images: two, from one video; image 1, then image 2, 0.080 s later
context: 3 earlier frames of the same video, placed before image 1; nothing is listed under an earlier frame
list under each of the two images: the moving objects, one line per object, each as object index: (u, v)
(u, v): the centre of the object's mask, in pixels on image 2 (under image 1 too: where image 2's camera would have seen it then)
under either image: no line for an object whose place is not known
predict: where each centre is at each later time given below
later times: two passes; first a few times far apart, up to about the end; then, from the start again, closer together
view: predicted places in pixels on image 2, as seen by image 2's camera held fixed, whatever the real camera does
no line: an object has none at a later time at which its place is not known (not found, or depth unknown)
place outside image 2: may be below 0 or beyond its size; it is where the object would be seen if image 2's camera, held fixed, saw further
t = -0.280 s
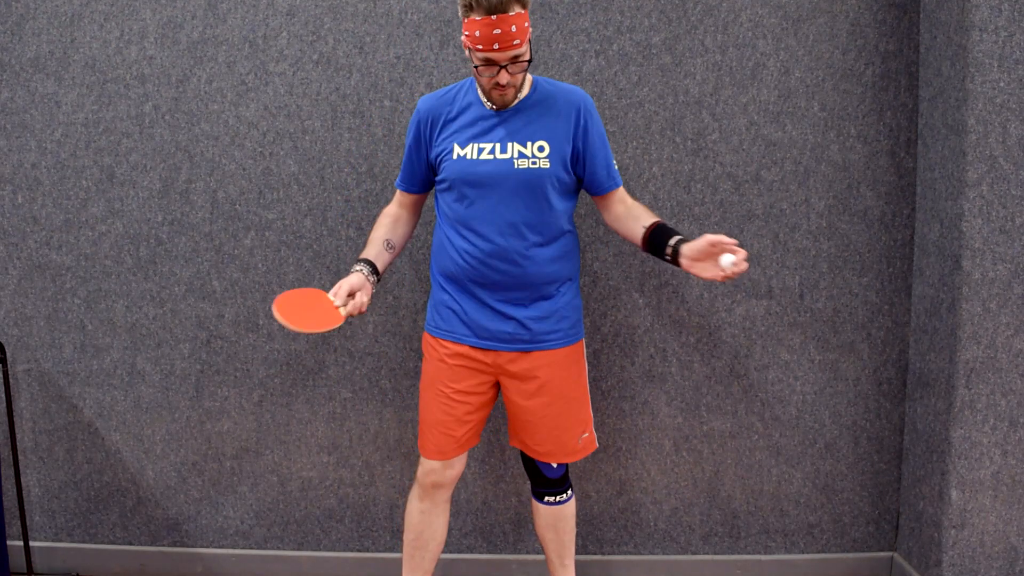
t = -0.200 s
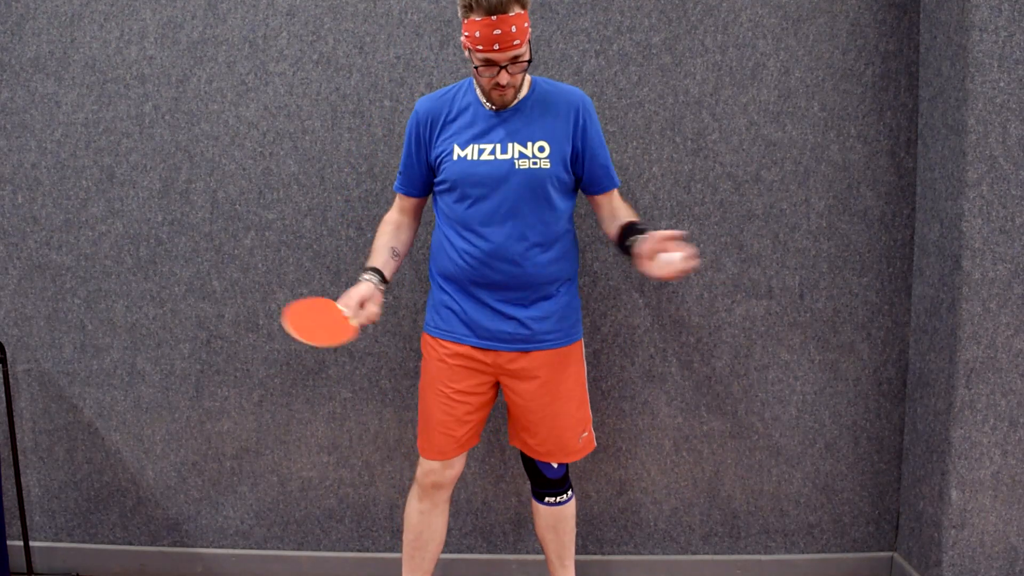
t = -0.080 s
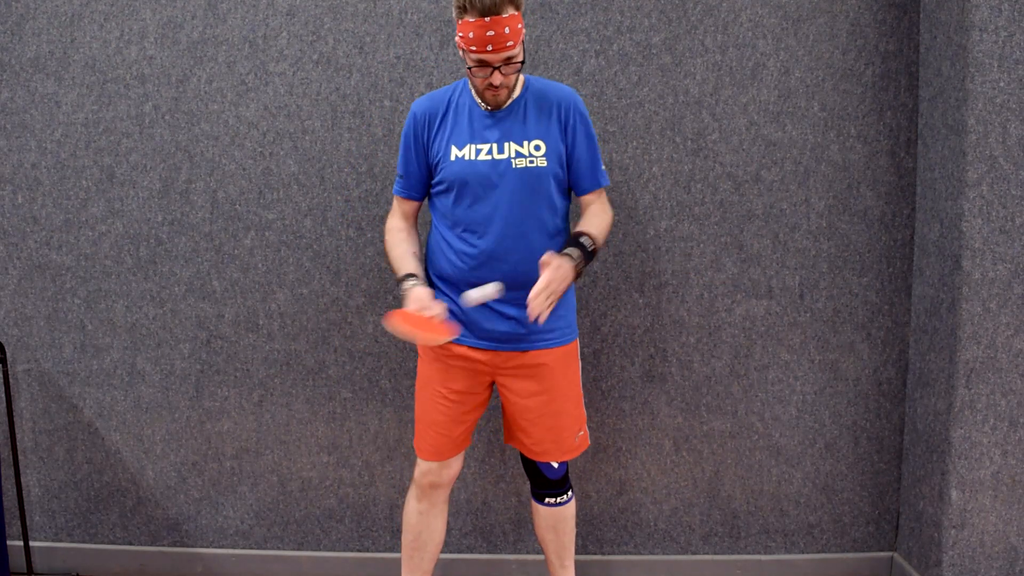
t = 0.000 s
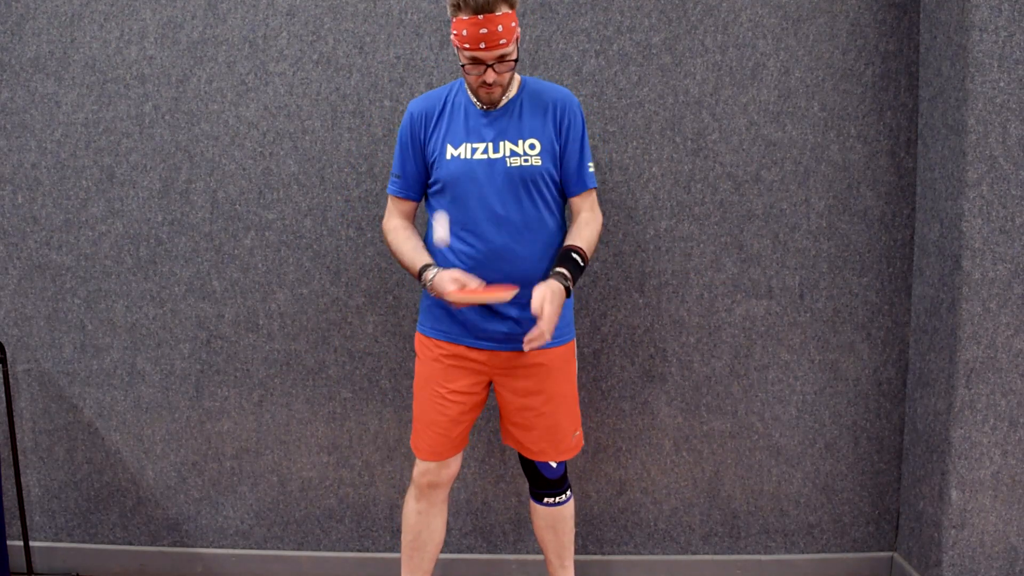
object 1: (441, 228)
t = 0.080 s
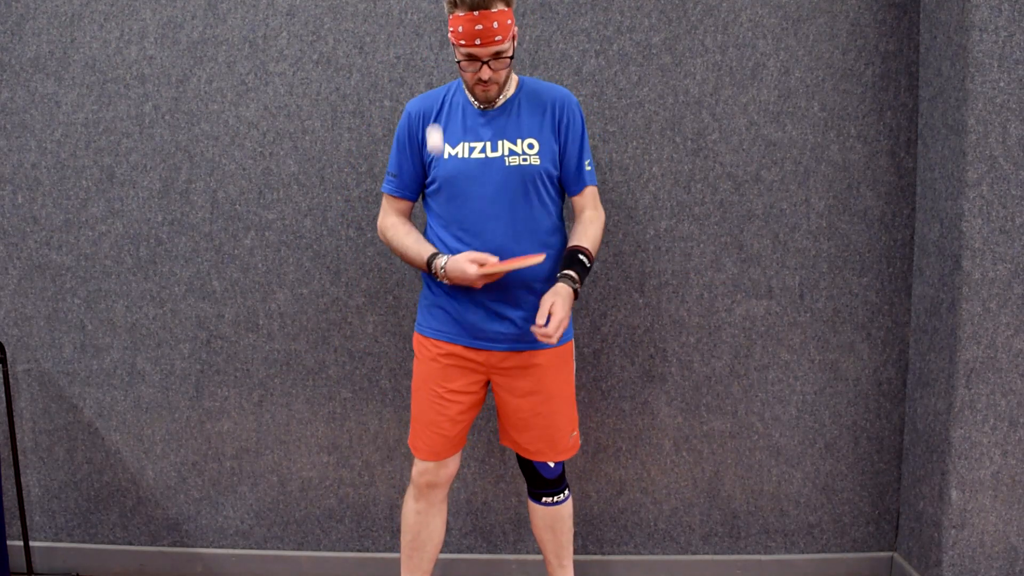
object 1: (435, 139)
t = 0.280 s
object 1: (419, 31)
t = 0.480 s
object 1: (405, 91)
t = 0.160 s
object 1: (428, 76)
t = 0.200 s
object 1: (425, 55)
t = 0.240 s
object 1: (422, 40)
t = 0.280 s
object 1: (419, 31)
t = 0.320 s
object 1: (416, 30)
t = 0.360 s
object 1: (413, 35)
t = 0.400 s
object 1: (410, 47)
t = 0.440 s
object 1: (407, 66)
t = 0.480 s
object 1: (405, 91)
